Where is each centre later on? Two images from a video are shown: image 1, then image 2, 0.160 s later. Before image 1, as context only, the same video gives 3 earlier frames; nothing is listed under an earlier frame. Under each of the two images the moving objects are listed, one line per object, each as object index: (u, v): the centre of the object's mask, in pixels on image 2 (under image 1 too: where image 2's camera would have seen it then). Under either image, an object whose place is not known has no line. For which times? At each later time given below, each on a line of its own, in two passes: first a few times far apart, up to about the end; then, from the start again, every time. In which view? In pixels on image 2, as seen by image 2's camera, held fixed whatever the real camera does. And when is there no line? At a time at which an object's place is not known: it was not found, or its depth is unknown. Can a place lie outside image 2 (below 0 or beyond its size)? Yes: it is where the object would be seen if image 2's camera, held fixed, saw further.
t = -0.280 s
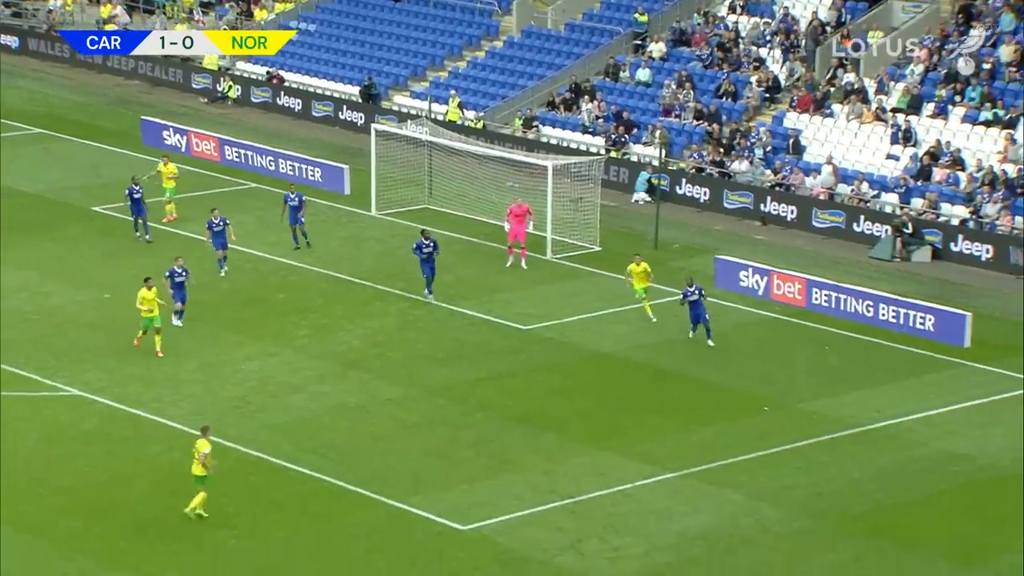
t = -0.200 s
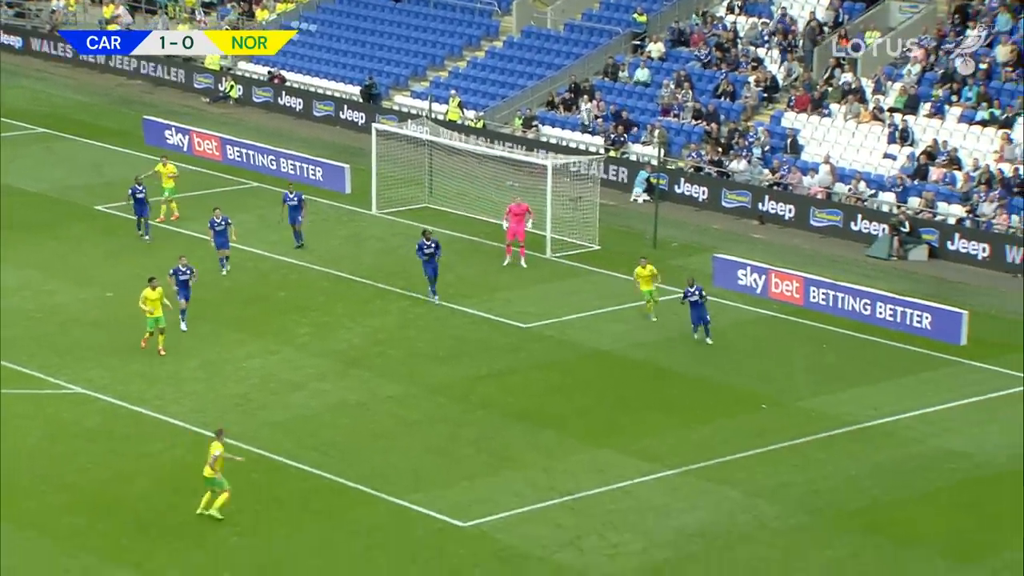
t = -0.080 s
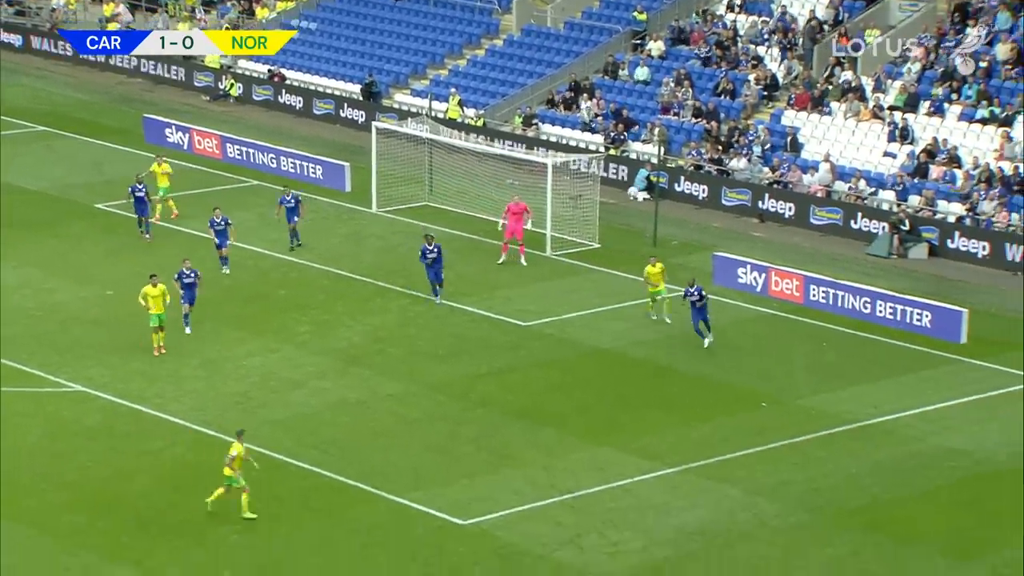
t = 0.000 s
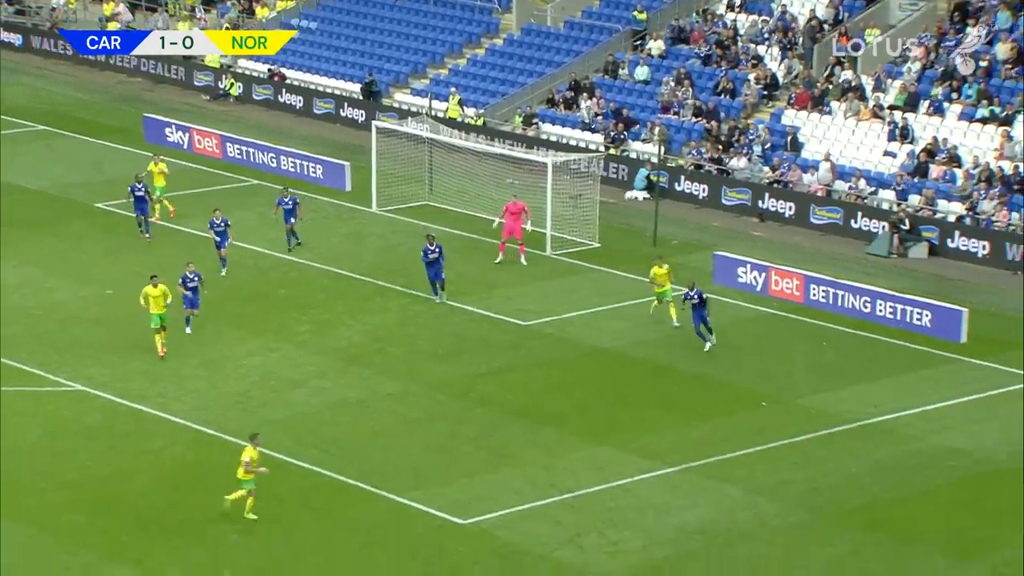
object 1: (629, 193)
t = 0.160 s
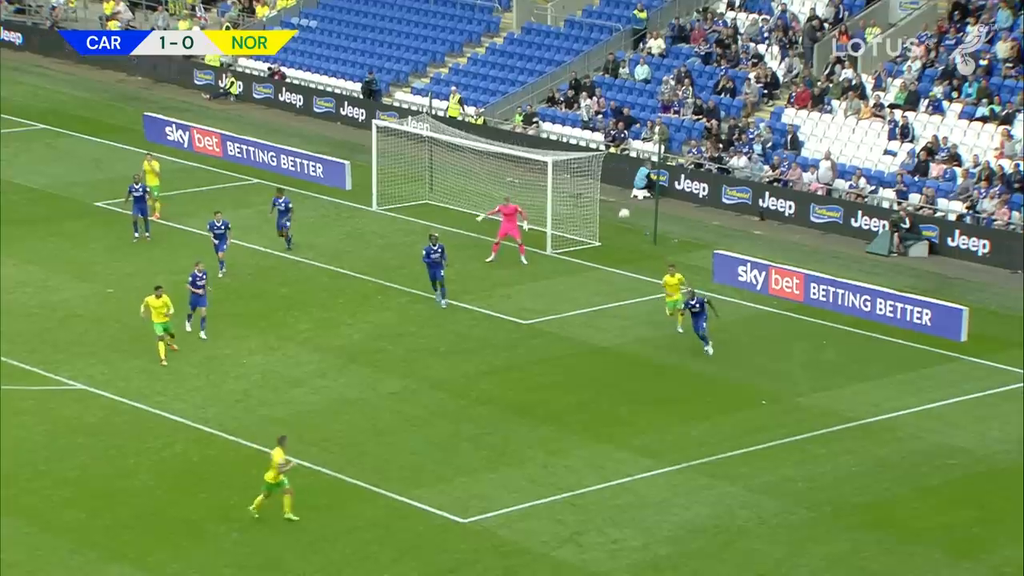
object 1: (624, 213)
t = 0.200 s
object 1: (622, 220)
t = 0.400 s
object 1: (615, 267)
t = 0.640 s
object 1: (607, 351)
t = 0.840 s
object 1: (598, 445)
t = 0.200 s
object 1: (622, 220)
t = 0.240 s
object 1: (621, 228)
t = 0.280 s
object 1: (619, 236)
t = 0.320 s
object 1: (618, 246)
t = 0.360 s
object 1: (617, 256)
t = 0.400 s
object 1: (615, 267)
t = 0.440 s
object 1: (614, 279)
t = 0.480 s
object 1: (612, 291)
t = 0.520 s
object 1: (611, 304)
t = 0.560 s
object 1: (609, 320)
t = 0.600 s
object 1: (608, 335)
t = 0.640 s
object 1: (607, 351)
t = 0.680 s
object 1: (605, 368)
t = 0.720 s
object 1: (603, 387)
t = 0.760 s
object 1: (602, 405)
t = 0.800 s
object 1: (600, 425)
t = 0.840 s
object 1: (598, 445)
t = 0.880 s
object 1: (596, 467)
